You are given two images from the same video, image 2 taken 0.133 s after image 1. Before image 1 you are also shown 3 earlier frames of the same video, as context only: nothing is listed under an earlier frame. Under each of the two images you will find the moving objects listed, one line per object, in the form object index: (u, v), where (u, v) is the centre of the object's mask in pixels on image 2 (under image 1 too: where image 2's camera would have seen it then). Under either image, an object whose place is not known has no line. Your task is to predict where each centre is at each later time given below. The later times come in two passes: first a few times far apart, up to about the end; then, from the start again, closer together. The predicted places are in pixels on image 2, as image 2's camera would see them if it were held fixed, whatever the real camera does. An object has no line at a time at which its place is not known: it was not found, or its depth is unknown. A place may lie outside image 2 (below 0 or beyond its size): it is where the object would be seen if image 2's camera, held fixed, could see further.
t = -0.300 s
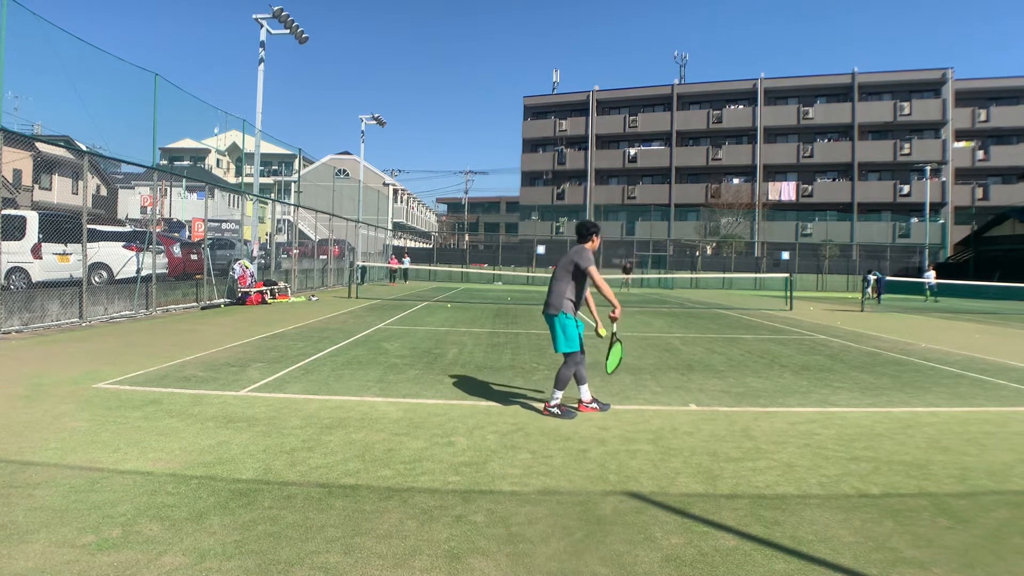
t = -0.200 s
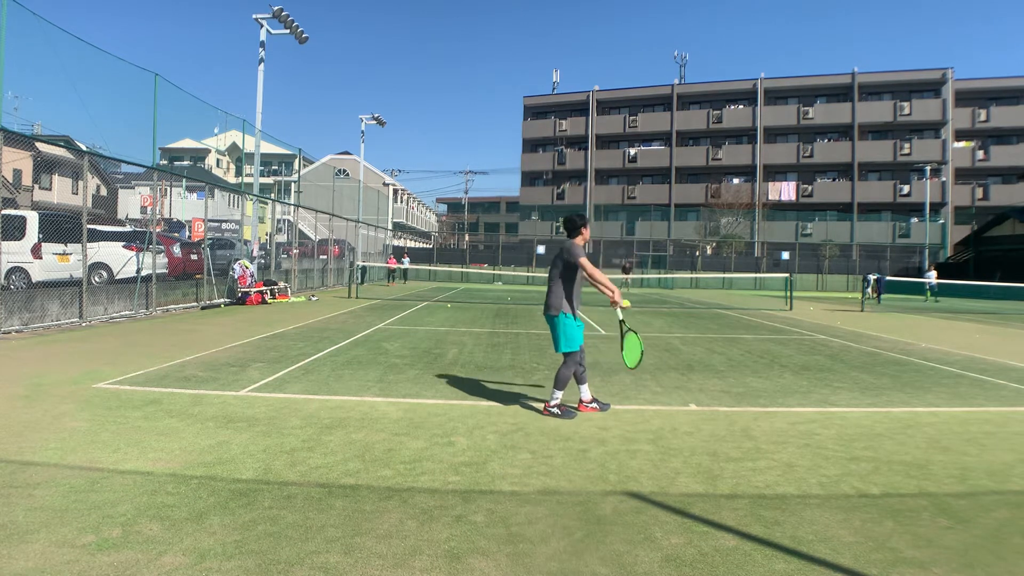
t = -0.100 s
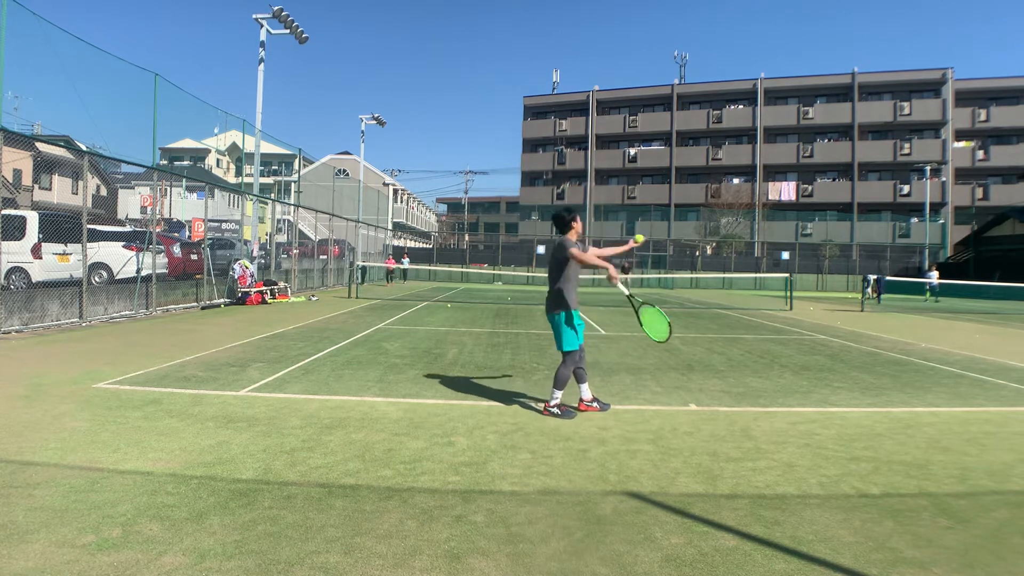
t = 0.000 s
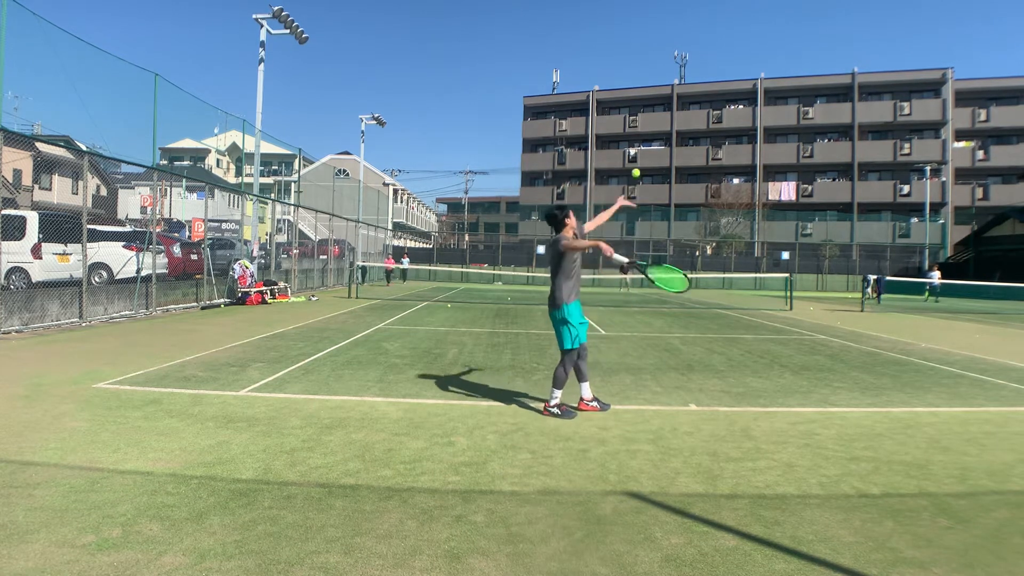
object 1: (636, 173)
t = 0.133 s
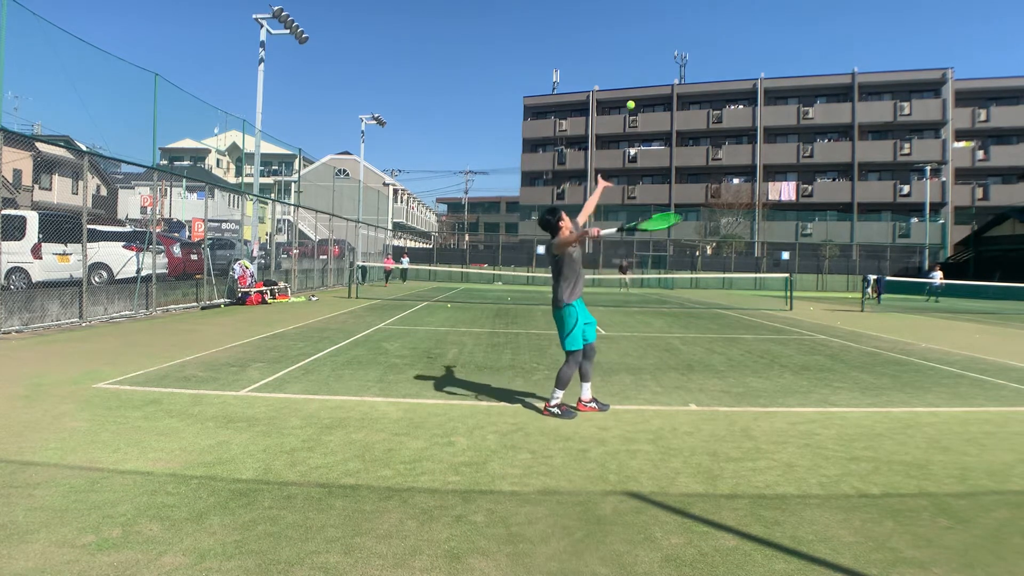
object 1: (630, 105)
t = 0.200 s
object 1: (628, 78)
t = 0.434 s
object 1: (618, 25)
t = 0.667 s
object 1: (606, 32)
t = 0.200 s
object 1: (628, 78)
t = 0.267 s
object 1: (625, 57)
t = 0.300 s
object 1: (624, 48)
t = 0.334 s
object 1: (624, 41)
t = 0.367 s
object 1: (621, 34)
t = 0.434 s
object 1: (618, 25)
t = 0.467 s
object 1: (616, 23)
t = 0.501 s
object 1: (615, 21)
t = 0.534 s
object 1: (613, 21)
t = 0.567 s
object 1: (612, 22)
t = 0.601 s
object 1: (610, 24)
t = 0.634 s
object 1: (608, 27)
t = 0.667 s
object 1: (606, 32)
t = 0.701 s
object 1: (605, 38)
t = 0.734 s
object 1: (603, 45)
